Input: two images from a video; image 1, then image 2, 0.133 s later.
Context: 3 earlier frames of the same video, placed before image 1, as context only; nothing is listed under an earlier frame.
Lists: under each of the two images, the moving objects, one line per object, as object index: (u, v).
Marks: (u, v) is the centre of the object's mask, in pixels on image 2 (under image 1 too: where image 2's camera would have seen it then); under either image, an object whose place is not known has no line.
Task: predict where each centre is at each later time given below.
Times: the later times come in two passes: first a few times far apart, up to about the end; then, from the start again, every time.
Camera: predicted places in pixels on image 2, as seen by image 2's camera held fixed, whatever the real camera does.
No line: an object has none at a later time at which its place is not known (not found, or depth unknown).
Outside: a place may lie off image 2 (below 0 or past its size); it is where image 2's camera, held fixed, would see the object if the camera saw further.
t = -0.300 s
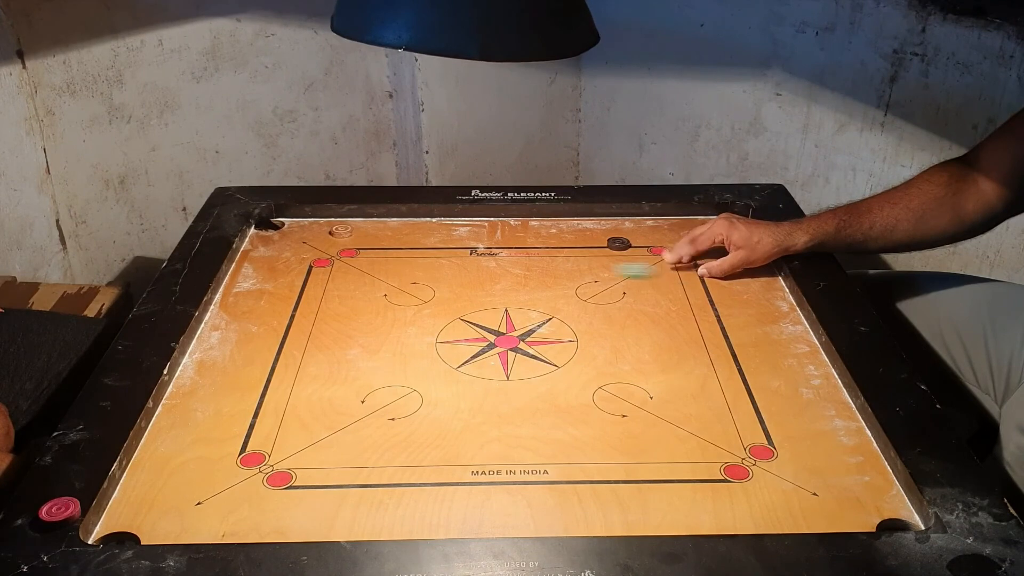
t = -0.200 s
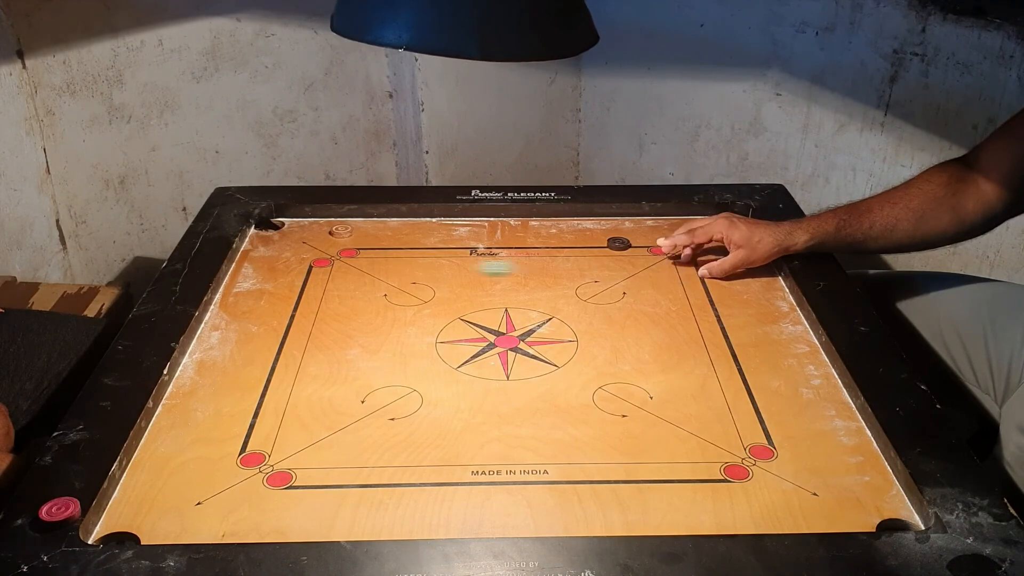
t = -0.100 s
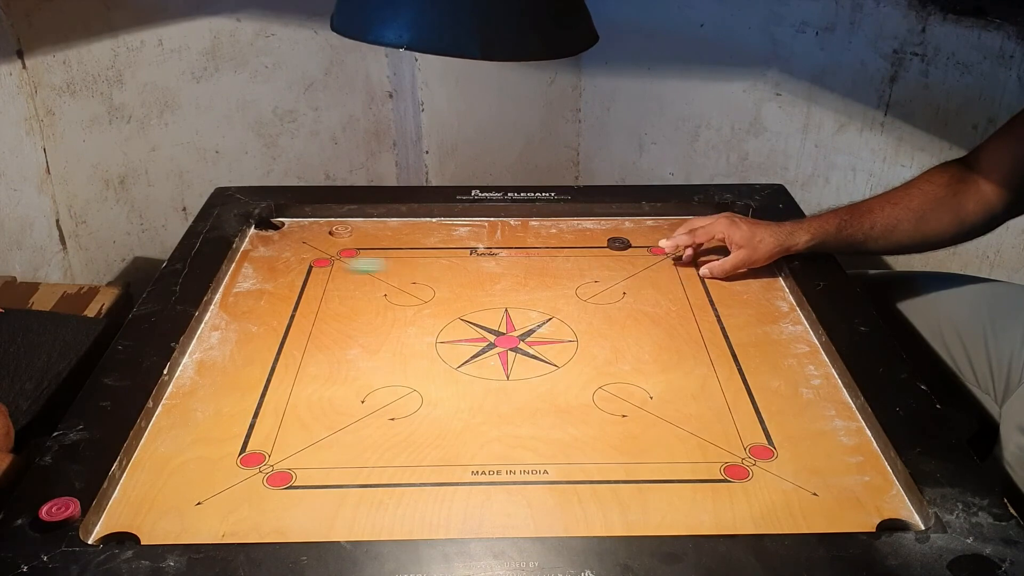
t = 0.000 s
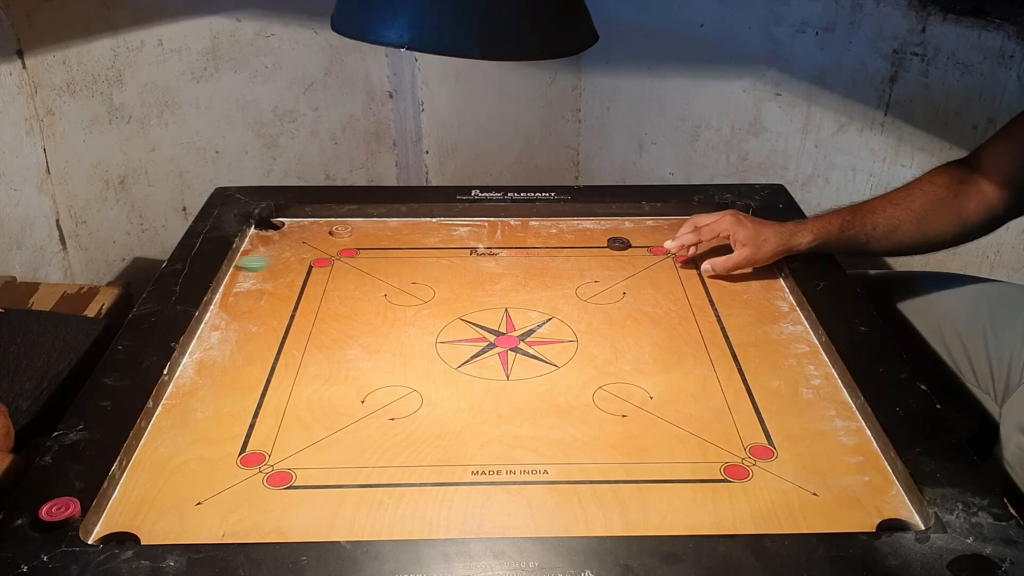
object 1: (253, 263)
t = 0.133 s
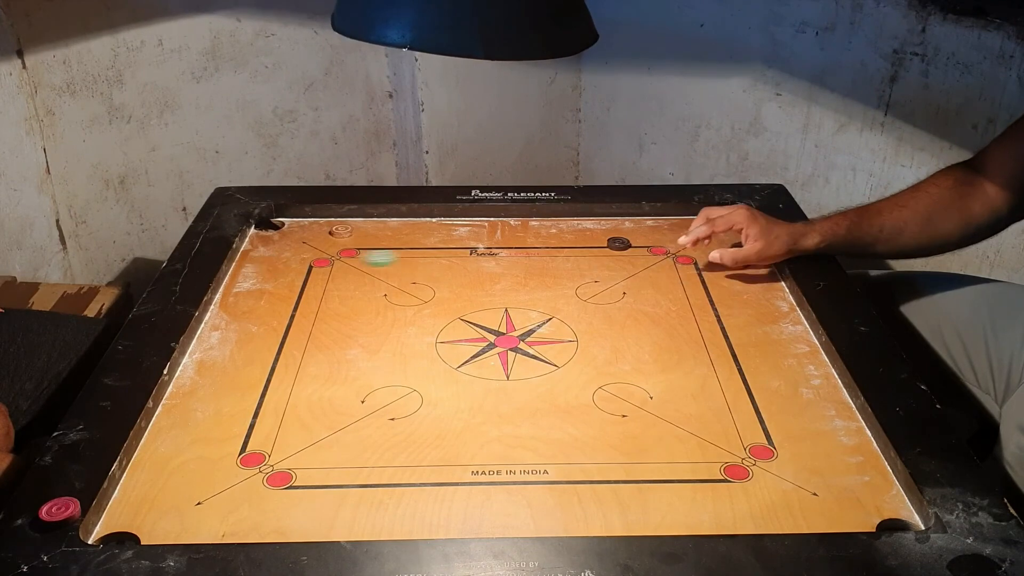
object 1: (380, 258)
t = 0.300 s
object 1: (511, 252)
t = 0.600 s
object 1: (634, 253)
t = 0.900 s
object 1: (653, 254)
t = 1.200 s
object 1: (653, 254)
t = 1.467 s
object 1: (653, 254)
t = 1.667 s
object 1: (653, 254)
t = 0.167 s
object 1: (408, 257)
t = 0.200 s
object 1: (436, 256)
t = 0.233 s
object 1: (462, 254)
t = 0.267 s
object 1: (486, 253)
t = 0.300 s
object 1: (511, 252)
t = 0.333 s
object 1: (536, 251)
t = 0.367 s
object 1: (556, 250)
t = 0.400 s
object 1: (577, 250)
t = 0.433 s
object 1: (596, 249)
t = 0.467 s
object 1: (605, 250)
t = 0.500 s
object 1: (614, 251)
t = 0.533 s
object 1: (622, 252)
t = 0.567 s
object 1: (628, 252)
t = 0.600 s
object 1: (634, 253)
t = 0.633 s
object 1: (639, 253)
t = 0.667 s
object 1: (643, 253)
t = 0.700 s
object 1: (647, 254)
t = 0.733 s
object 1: (650, 254)
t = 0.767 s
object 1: (651, 254)
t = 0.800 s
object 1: (652, 254)
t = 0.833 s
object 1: (652, 254)
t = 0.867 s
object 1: (653, 254)
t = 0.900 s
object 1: (653, 254)
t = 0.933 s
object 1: (653, 254)
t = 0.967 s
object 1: (653, 254)
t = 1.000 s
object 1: (653, 254)
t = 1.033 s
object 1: (653, 254)
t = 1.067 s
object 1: (652, 254)
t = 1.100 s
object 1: (652, 254)
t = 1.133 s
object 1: (653, 254)
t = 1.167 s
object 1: (653, 254)
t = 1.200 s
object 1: (653, 254)
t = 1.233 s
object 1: (653, 254)
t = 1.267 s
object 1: (653, 254)
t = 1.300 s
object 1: (653, 254)
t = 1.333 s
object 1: (653, 254)
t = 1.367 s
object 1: (653, 254)
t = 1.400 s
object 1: (653, 254)
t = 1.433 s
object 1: (653, 254)
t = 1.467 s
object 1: (653, 254)
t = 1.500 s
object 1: (653, 254)
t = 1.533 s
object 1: (653, 254)
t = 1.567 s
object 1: (653, 254)
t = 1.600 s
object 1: (653, 254)
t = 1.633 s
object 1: (653, 254)
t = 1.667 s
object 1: (653, 254)
